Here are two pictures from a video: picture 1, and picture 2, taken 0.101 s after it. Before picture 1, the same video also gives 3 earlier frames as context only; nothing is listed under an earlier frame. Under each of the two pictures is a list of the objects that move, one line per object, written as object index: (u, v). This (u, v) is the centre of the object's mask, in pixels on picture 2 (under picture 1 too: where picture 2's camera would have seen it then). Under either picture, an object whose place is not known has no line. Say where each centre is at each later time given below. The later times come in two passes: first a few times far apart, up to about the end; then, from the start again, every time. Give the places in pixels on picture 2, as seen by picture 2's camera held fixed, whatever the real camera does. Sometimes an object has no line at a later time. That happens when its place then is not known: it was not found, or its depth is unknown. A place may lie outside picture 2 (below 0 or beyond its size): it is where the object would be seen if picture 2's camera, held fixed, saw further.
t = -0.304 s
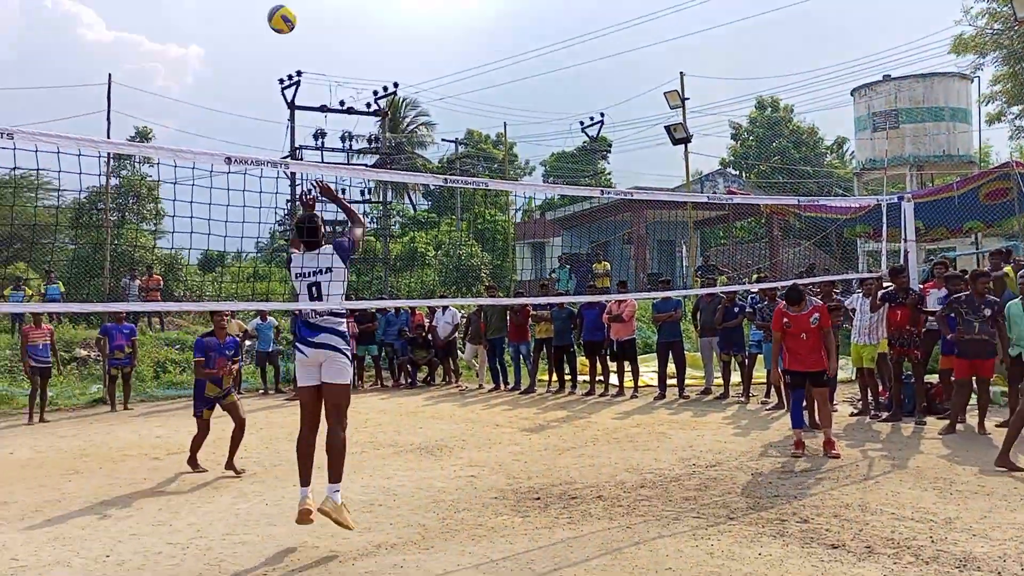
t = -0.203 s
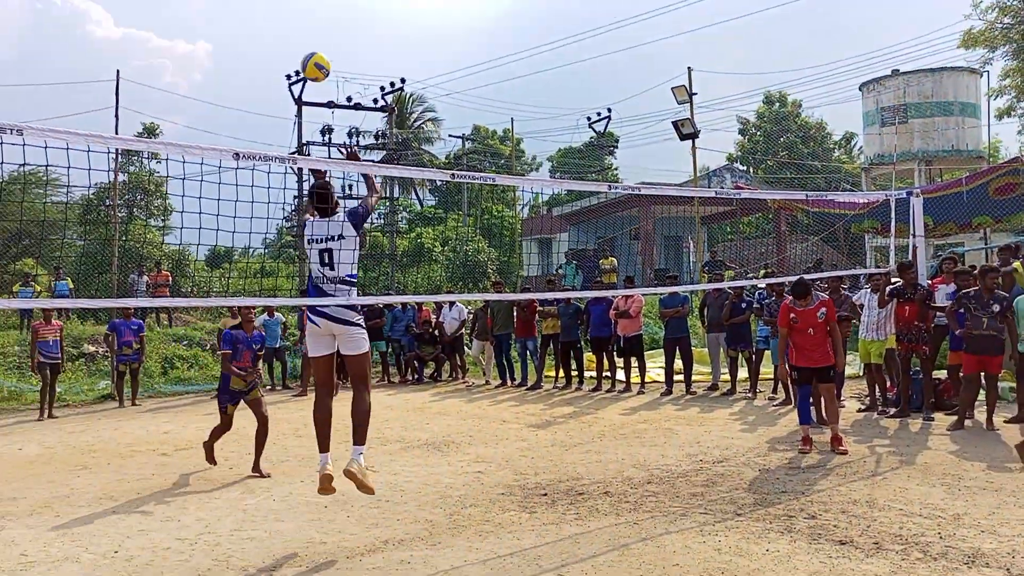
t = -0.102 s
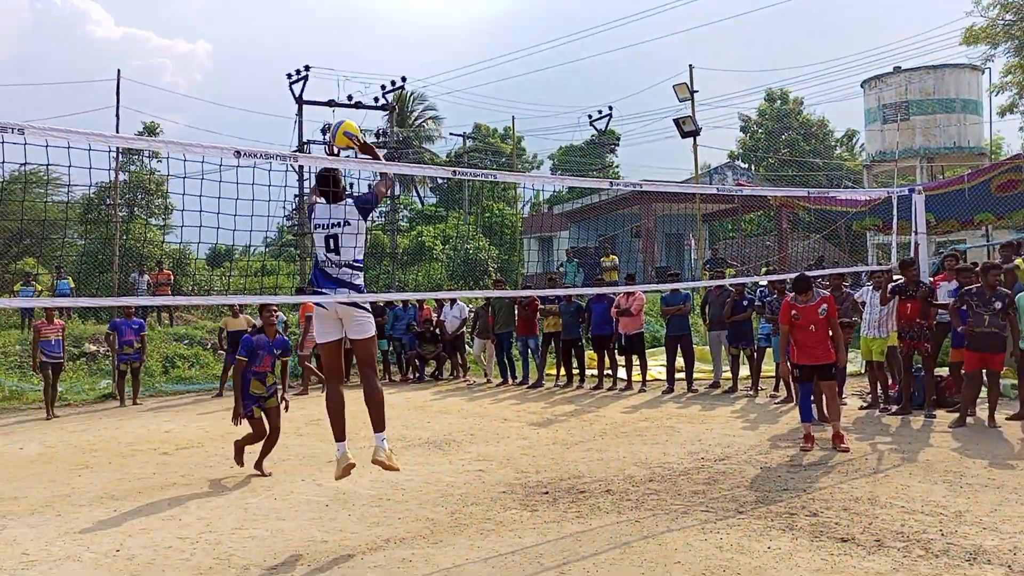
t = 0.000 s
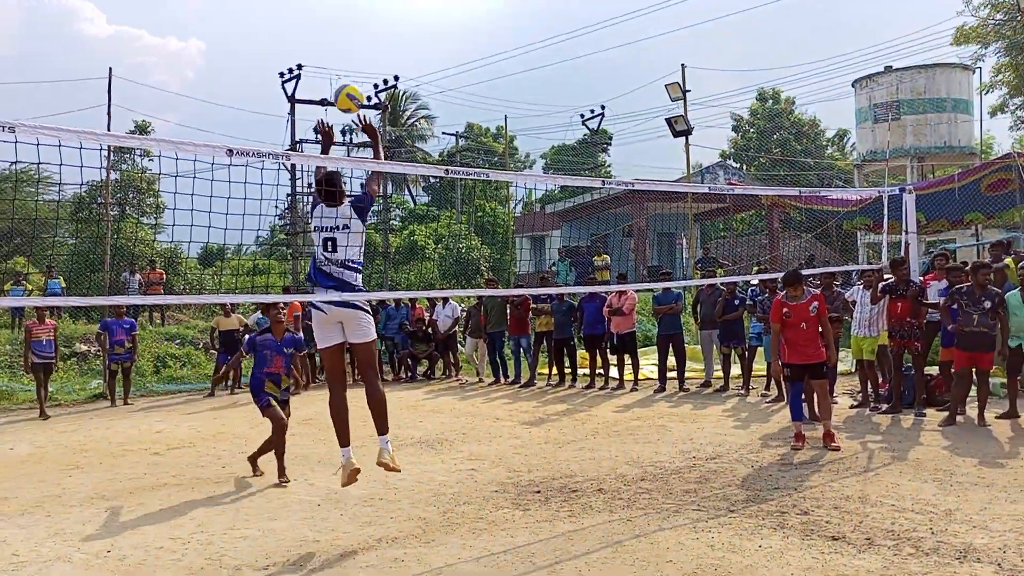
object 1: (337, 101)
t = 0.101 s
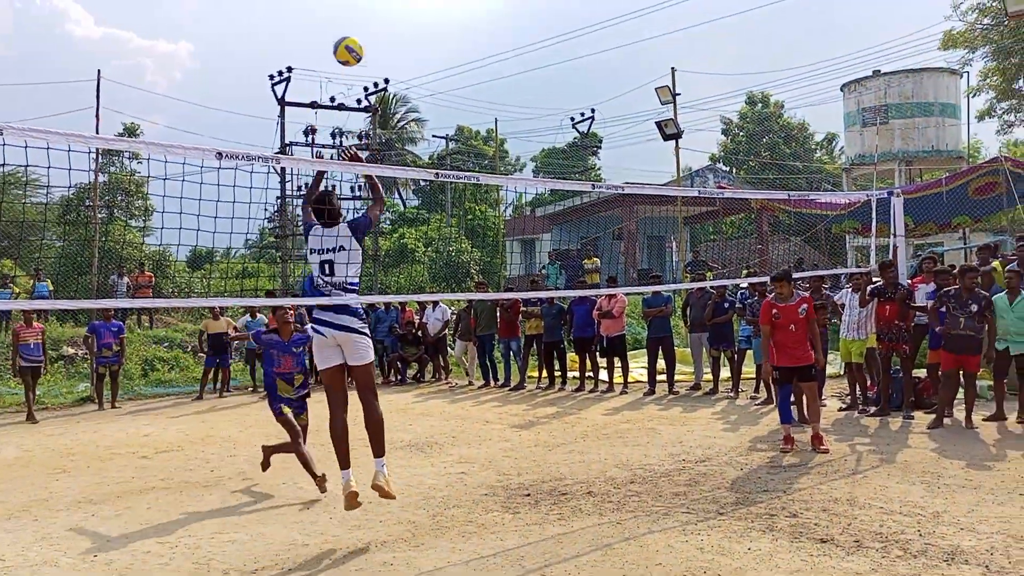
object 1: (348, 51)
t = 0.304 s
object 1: (367, -2)
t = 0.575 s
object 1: (395, 10)
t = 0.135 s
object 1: (351, 38)
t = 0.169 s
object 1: (354, 26)
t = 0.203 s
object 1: (357, 16)
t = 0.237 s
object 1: (360, 7)
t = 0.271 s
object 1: (363, 1)
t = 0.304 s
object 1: (367, -2)
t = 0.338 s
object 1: (370, -6)
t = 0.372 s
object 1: (373, -8)
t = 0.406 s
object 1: (376, -10)
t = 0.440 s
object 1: (380, -10)
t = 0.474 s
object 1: (384, -8)
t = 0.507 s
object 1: (388, -3)
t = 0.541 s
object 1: (391, 2)
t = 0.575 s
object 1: (395, 10)
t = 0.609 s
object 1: (399, 18)
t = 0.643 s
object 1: (403, 28)
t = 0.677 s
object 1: (407, 39)
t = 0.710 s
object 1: (410, 52)
